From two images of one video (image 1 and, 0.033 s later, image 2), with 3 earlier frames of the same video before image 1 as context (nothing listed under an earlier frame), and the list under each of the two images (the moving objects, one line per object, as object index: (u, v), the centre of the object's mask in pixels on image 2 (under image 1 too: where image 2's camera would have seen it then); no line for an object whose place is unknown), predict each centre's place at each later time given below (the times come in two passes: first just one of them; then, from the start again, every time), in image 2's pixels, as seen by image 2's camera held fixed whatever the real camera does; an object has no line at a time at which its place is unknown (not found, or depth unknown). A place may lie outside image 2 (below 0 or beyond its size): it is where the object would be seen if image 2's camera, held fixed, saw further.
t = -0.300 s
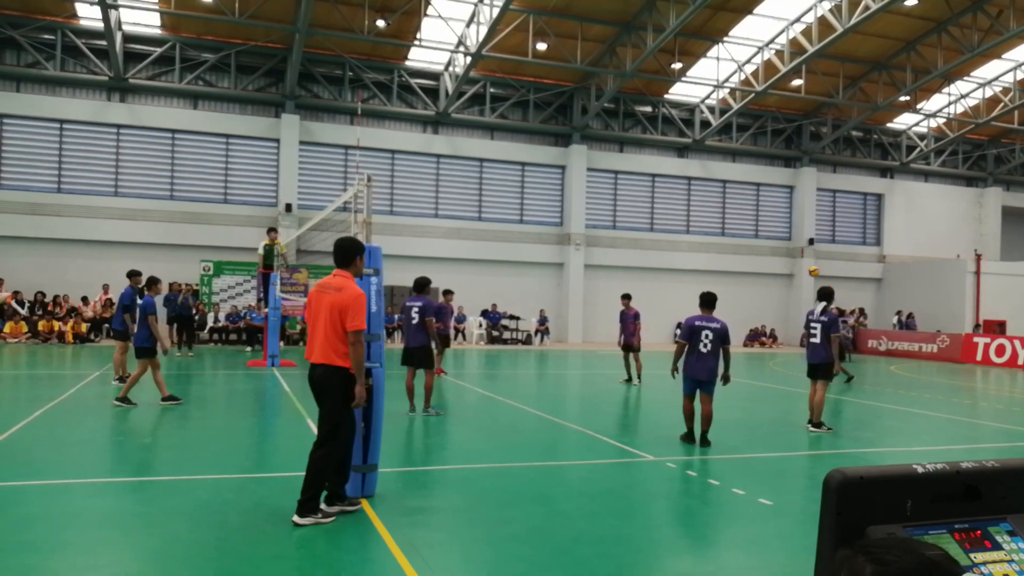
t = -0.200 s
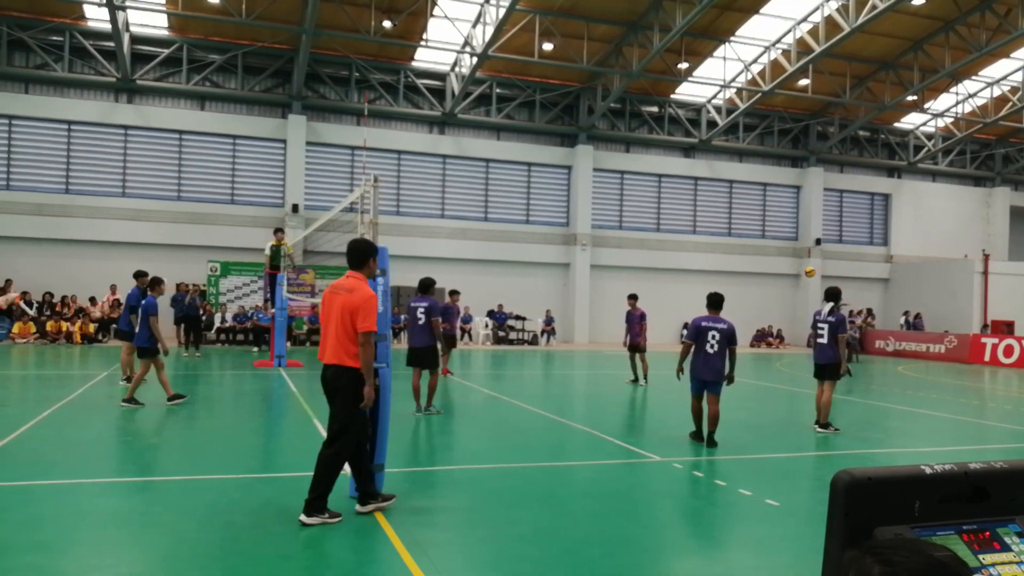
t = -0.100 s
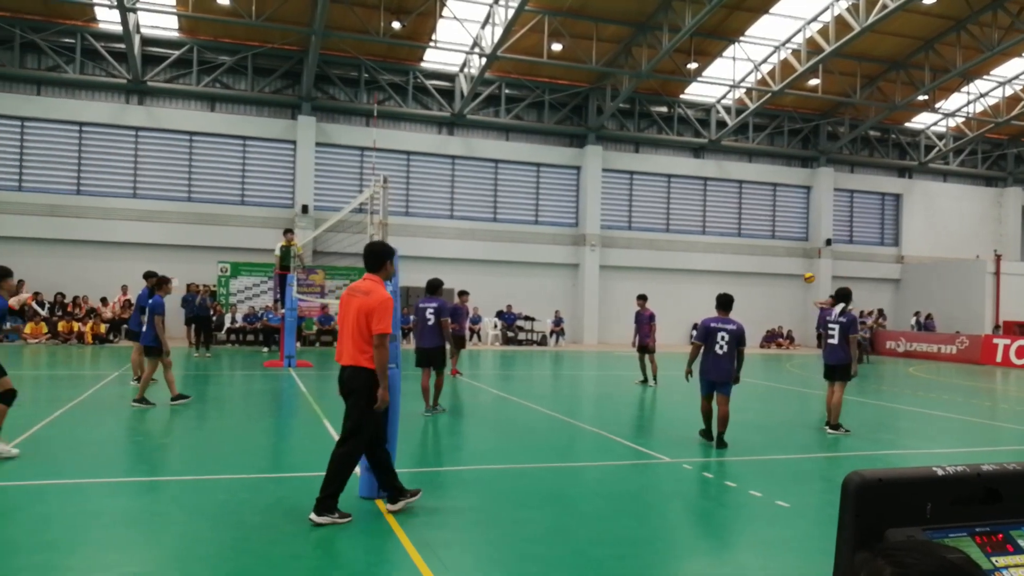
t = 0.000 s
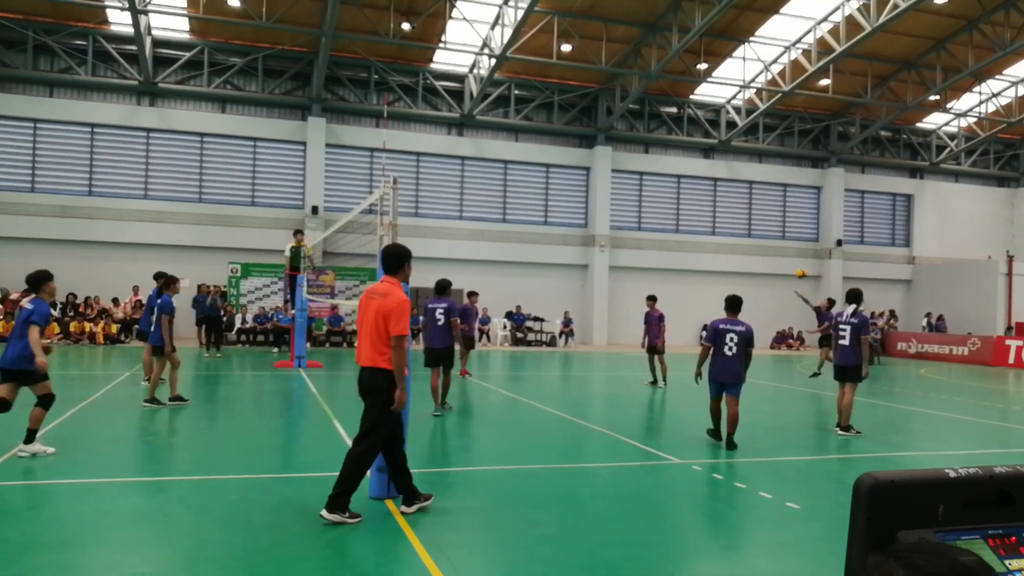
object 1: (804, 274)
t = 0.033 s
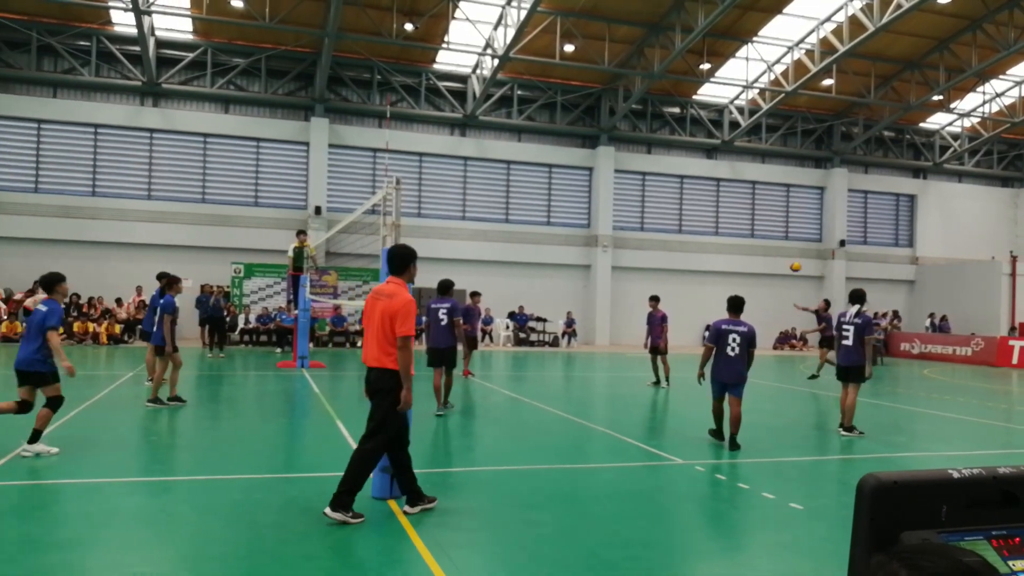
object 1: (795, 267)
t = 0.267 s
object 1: (726, 225)
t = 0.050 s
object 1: (790, 263)
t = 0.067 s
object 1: (786, 259)
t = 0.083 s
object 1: (781, 256)
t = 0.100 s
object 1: (776, 252)
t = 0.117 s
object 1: (771, 250)
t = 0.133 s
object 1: (767, 246)
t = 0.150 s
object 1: (762, 243)
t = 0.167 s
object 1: (757, 240)
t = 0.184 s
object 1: (752, 237)
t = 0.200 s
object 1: (747, 235)
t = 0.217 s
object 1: (742, 232)
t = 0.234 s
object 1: (737, 230)
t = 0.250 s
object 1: (732, 228)
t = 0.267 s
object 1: (726, 225)
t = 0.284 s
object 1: (721, 223)
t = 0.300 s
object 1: (716, 221)
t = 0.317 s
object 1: (711, 219)
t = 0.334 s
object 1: (706, 217)
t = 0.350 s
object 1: (699, 216)
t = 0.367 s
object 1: (694, 214)
